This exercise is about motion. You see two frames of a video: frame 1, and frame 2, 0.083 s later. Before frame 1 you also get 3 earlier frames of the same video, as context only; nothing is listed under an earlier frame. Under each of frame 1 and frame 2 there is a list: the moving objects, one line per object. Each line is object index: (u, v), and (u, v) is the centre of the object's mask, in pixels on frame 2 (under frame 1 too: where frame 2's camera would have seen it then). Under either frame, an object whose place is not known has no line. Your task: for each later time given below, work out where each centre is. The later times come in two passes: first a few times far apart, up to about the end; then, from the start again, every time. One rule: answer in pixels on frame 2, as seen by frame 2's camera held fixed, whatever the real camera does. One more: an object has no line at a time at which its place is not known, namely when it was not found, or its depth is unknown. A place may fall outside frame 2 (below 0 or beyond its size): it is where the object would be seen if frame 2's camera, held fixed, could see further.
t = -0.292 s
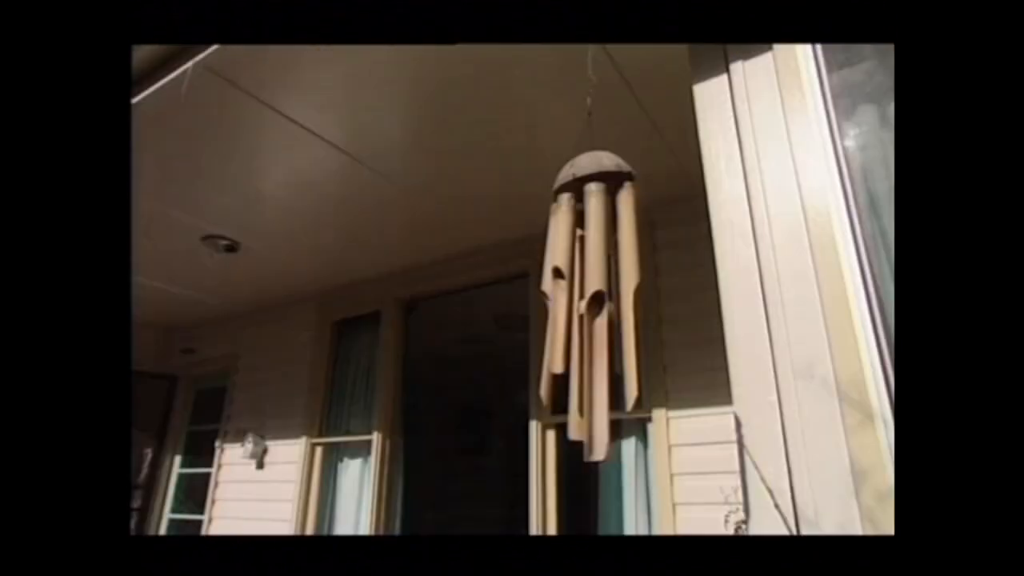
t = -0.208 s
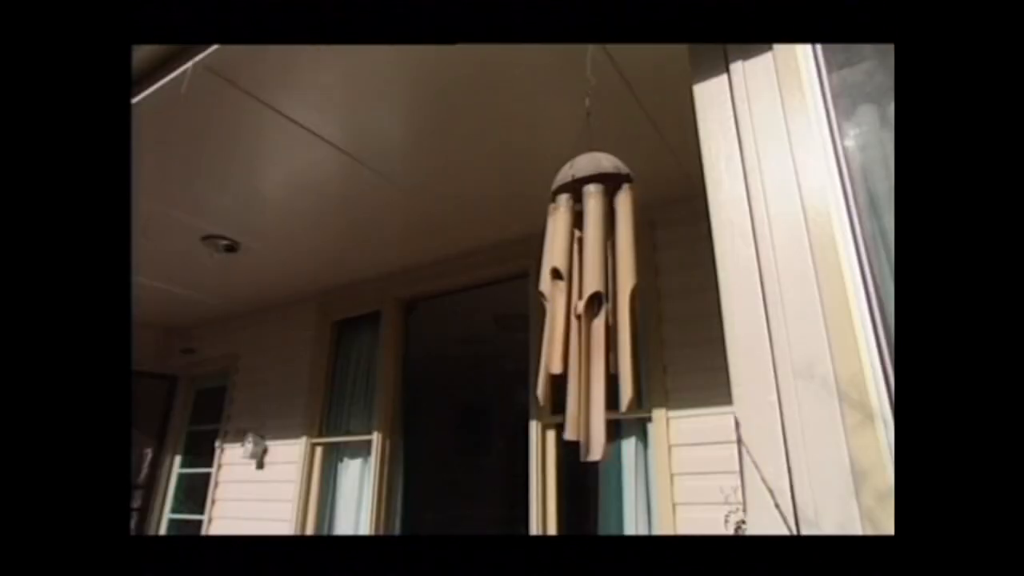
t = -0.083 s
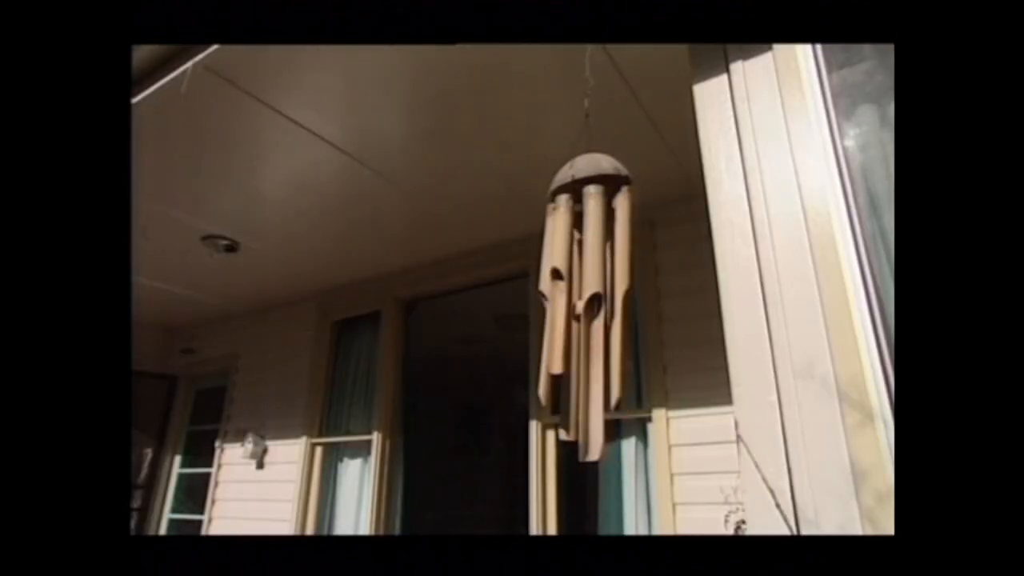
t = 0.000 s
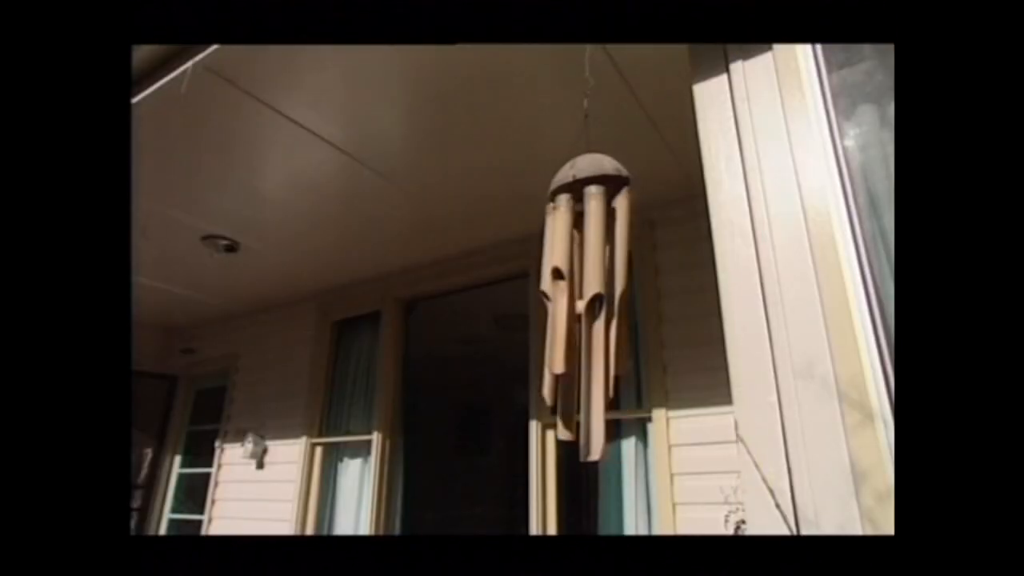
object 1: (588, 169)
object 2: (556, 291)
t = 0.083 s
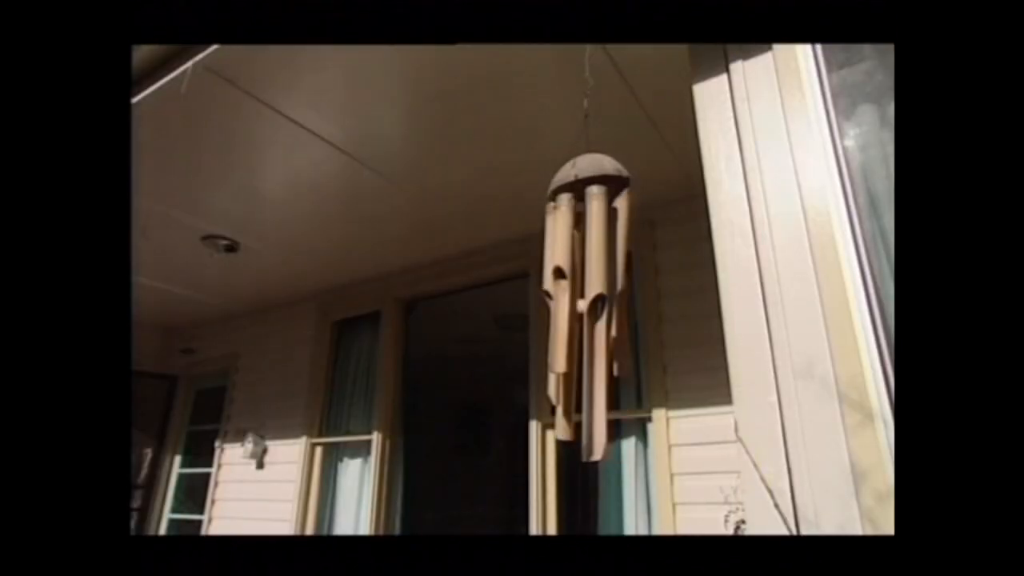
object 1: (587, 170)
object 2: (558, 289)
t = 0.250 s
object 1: (588, 169)
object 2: (559, 288)
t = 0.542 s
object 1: (589, 168)
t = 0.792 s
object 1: (586, 167)
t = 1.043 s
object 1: (577, 168)
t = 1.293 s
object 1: (565, 169)
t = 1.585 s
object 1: (552, 167)
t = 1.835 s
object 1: (558, 165)
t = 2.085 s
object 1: (565, 165)
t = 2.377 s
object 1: (574, 164)
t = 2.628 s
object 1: (584, 162)
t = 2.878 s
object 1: (591, 164)
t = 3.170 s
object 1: (609, 164)
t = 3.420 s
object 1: (611, 168)
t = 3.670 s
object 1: (603, 174)
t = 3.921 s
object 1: (576, 173)
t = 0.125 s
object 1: (587, 170)
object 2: (559, 290)
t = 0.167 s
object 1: (588, 170)
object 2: (559, 290)
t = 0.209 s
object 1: (588, 170)
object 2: (559, 289)
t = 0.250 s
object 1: (588, 169)
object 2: (559, 288)
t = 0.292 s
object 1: (589, 169)
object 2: (559, 286)
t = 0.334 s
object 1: (589, 169)
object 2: (560, 287)
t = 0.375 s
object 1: (589, 169)
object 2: (560, 288)
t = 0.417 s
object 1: (589, 169)
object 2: (560, 287)
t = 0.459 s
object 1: (589, 168)
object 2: (560, 287)
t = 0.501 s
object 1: (589, 168)
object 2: (572, 282)
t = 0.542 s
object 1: (589, 168)
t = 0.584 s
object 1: (589, 168)
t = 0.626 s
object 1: (589, 167)
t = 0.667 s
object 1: (588, 167)
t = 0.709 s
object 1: (588, 167)
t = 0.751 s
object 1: (587, 167)
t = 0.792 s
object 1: (586, 167)
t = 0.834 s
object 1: (585, 167)
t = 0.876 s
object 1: (584, 167)
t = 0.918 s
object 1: (582, 167)
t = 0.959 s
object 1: (580, 167)
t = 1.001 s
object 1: (579, 167)
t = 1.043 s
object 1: (577, 168)
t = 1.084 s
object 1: (575, 168)
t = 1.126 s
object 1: (573, 169)
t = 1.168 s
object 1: (571, 169)
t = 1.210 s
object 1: (569, 169)
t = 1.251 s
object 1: (567, 168)
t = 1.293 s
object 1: (565, 169)
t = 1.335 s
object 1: (563, 168)
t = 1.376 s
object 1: (562, 168)
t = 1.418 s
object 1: (559, 168)
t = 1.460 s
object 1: (554, 170)
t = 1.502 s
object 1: (552, 170)
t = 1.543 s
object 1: (550, 170)
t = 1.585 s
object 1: (552, 167)
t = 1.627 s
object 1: (552, 167)
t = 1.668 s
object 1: (552, 166)
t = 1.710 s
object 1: (553, 166)
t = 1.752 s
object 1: (555, 166)
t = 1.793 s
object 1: (557, 166)
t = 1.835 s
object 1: (558, 165)
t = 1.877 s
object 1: (561, 165)
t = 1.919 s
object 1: (562, 165)
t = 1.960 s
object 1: (563, 165)
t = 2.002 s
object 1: (564, 165)
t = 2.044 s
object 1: (565, 165)
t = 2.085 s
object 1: (565, 165)
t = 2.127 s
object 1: (565, 165)
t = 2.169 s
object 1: (561, 167)
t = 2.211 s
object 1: (566, 165)
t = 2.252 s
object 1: (563, 167)
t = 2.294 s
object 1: (570, 165)
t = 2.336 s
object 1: (572, 164)
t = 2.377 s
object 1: (574, 164)
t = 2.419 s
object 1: (576, 164)
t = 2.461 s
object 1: (579, 164)
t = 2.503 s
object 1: (581, 163)
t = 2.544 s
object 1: (583, 163)
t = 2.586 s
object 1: (584, 163)
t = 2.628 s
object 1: (584, 162)
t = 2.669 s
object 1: (585, 162)
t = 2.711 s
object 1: (587, 163)
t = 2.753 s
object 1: (588, 163)
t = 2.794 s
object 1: (586, 165)
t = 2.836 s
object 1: (589, 165)
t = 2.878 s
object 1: (591, 164)
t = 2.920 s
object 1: (595, 164)
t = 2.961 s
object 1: (600, 163)
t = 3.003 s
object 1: (601, 164)
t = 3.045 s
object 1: (604, 164)
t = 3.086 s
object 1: (606, 164)
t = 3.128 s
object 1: (609, 163)
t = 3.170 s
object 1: (609, 164)
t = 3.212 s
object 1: (610, 163)
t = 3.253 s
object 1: (610, 164)
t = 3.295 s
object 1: (610, 165)
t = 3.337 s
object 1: (610, 166)
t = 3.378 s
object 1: (610, 167)
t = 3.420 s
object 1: (611, 168)
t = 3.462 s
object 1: (610, 169)
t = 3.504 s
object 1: (610, 170)
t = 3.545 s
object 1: (609, 171)
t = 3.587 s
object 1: (607, 172)
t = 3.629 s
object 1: (605, 173)
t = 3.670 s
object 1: (603, 174)
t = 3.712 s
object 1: (599, 173)
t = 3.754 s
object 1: (595, 174)
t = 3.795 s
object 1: (591, 173)
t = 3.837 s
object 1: (586, 173)
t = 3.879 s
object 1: (581, 173)
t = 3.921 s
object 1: (576, 173)
